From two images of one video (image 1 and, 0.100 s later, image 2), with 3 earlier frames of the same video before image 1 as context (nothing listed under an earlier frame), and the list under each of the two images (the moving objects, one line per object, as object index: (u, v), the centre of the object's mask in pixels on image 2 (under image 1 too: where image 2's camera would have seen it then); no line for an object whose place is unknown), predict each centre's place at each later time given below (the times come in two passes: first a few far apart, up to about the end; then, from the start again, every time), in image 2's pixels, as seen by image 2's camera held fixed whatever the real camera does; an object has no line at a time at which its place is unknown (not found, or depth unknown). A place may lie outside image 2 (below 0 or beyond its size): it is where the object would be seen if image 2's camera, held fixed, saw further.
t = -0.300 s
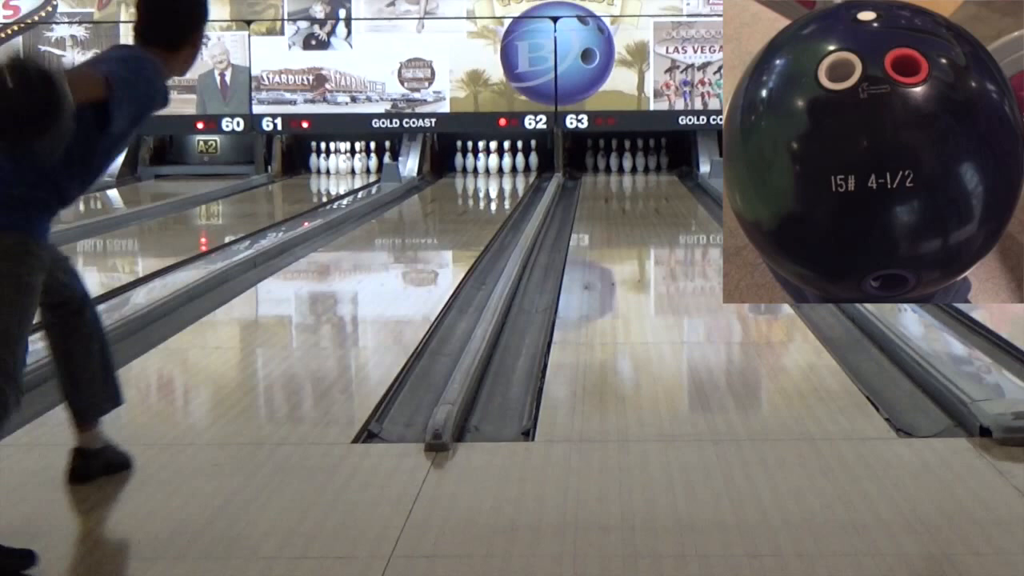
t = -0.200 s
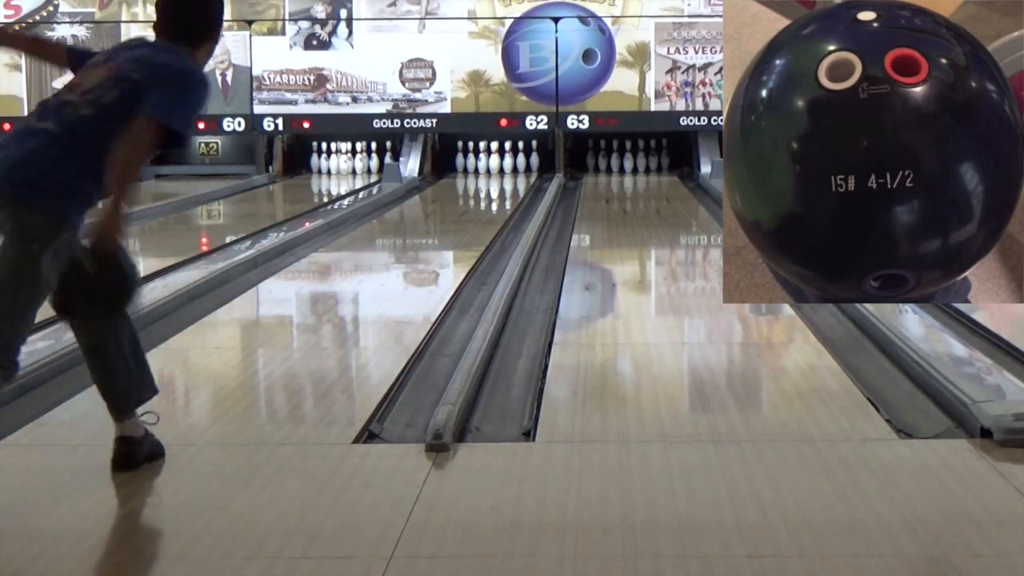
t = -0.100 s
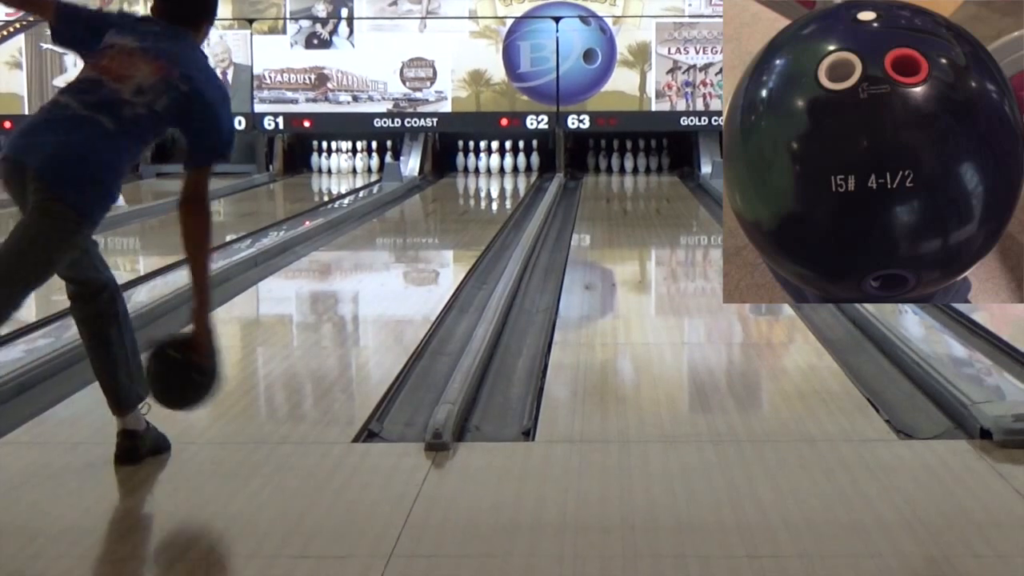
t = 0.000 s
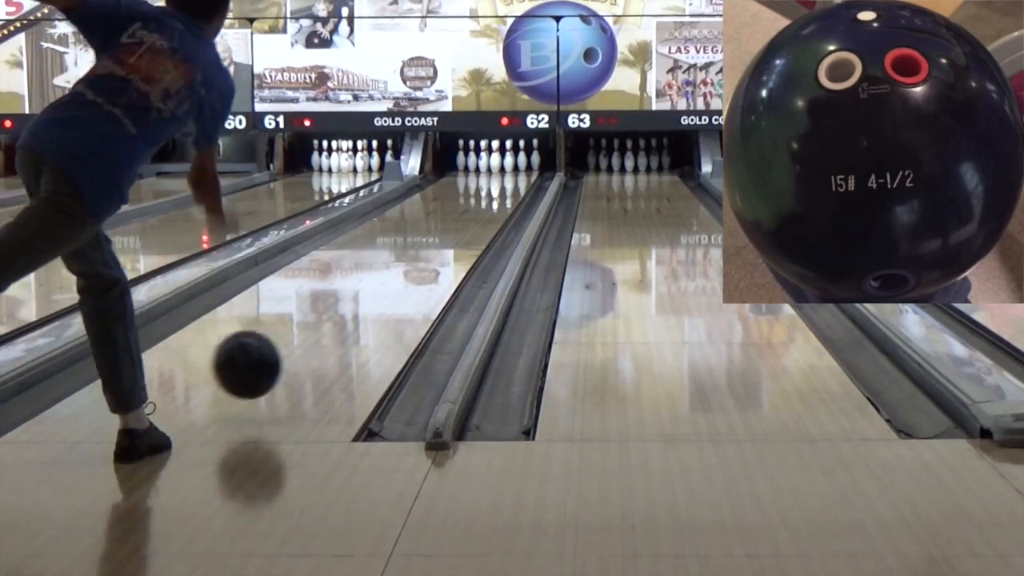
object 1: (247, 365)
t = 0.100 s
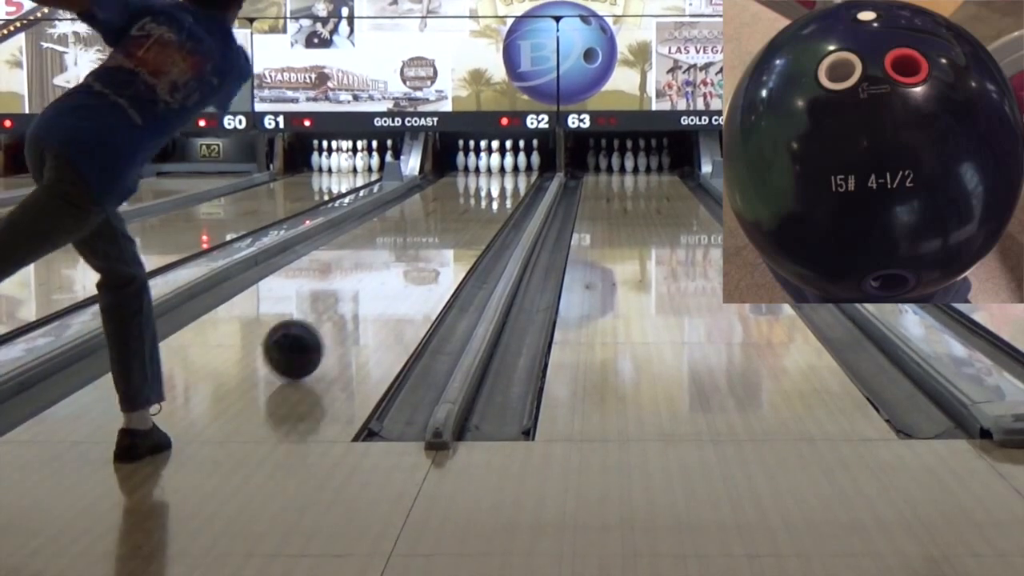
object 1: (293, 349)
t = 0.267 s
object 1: (348, 306)
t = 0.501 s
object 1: (399, 262)
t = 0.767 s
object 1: (438, 232)
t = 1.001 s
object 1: (462, 214)
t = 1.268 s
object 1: (480, 199)
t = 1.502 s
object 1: (492, 188)
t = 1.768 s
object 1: (501, 179)
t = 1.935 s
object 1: (502, 173)
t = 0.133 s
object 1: (305, 340)
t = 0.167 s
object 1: (318, 330)
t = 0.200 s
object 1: (329, 321)
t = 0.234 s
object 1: (339, 313)
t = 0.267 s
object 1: (348, 306)
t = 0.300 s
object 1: (357, 298)
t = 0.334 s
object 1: (365, 291)
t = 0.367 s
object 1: (373, 284)
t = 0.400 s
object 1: (380, 279)
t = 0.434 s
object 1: (387, 273)
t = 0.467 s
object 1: (393, 267)
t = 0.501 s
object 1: (399, 262)
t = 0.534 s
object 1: (405, 258)
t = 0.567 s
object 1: (410, 253)
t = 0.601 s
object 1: (416, 249)
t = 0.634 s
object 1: (420, 245)
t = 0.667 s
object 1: (425, 242)
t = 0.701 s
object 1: (429, 238)
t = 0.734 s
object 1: (434, 235)
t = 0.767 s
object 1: (438, 232)
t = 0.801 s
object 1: (442, 229)
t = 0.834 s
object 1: (445, 226)
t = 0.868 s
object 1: (448, 224)
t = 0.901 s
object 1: (452, 221)
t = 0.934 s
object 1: (455, 219)
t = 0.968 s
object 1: (458, 216)
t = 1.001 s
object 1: (462, 214)
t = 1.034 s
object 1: (463, 212)
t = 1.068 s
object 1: (466, 210)
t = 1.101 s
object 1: (469, 208)
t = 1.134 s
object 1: (472, 206)
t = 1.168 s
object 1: (474, 204)
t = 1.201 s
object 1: (476, 202)
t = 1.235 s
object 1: (478, 200)
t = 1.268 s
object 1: (480, 199)
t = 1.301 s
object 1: (482, 197)
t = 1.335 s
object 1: (484, 195)
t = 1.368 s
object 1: (486, 194)
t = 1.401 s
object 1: (487, 193)
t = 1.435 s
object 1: (489, 191)
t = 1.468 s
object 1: (491, 189)
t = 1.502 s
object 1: (492, 188)
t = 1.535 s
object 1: (494, 187)
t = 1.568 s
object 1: (495, 186)
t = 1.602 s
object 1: (496, 185)
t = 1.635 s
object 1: (498, 183)
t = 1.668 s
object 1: (498, 183)
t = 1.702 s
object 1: (499, 181)
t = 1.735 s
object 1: (500, 180)
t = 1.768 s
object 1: (501, 179)
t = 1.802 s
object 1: (501, 178)
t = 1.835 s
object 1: (501, 177)
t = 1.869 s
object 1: (501, 175)
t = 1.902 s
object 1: (502, 175)
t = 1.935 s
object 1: (502, 173)
